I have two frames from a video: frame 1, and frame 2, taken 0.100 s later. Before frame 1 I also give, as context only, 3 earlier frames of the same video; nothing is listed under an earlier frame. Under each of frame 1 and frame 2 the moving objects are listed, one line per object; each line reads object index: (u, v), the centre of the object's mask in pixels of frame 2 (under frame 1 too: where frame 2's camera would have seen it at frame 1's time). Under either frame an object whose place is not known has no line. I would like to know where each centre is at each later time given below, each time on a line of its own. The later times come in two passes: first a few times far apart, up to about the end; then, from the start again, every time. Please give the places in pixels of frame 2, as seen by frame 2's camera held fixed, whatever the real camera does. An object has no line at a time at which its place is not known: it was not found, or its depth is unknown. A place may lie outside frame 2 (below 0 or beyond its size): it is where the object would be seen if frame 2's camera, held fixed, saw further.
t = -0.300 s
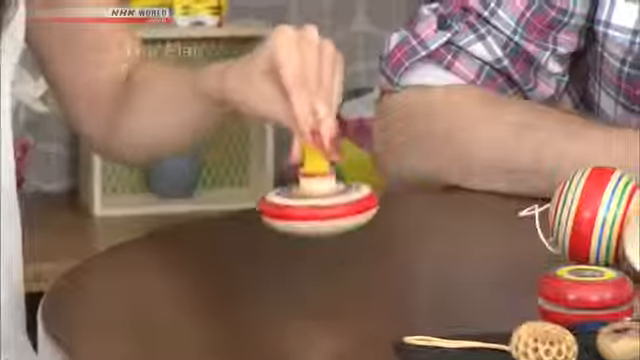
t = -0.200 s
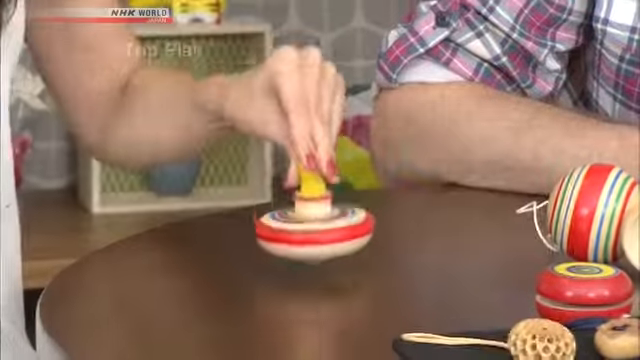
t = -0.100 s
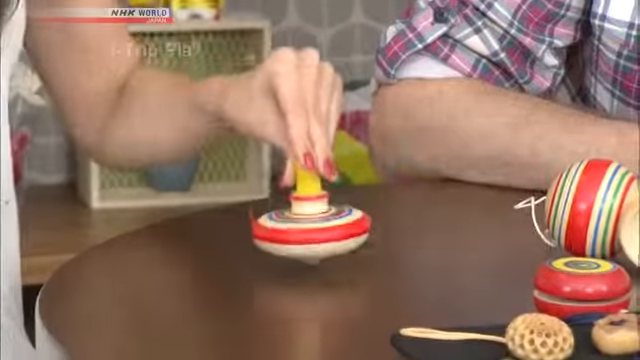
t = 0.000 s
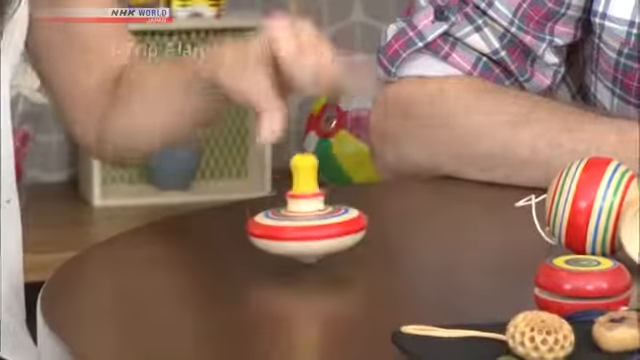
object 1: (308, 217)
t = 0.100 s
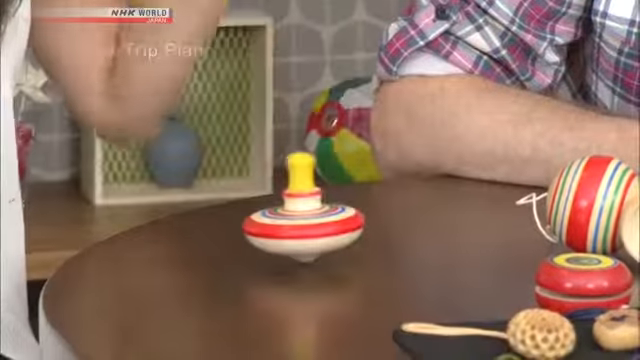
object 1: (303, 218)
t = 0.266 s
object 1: (296, 219)
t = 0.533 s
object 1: (283, 220)
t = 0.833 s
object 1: (265, 220)
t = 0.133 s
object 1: (302, 218)
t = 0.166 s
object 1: (300, 218)
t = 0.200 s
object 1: (299, 219)
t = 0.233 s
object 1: (297, 219)
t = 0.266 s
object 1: (296, 219)
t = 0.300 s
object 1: (295, 219)
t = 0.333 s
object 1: (294, 219)
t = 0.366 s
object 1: (292, 219)
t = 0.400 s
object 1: (291, 219)
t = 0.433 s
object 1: (289, 220)
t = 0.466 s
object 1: (287, 220)
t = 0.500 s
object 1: (286, 220)
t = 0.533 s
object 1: (283, 220)
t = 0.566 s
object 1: (282, 220)
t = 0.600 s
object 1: (280, 220)
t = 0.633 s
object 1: (278, 220)
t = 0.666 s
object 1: (276, 220)
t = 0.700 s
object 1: (274, 220)
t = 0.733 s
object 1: (271, 220)
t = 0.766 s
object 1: (269, 220)
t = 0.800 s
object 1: (267, 220)
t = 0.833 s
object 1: (265, 220)
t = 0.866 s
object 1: (264, 220)
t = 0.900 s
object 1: (262, 220)
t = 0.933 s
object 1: (259, 220)
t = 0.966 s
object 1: (257, 219)
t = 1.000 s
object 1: (255, 219)
